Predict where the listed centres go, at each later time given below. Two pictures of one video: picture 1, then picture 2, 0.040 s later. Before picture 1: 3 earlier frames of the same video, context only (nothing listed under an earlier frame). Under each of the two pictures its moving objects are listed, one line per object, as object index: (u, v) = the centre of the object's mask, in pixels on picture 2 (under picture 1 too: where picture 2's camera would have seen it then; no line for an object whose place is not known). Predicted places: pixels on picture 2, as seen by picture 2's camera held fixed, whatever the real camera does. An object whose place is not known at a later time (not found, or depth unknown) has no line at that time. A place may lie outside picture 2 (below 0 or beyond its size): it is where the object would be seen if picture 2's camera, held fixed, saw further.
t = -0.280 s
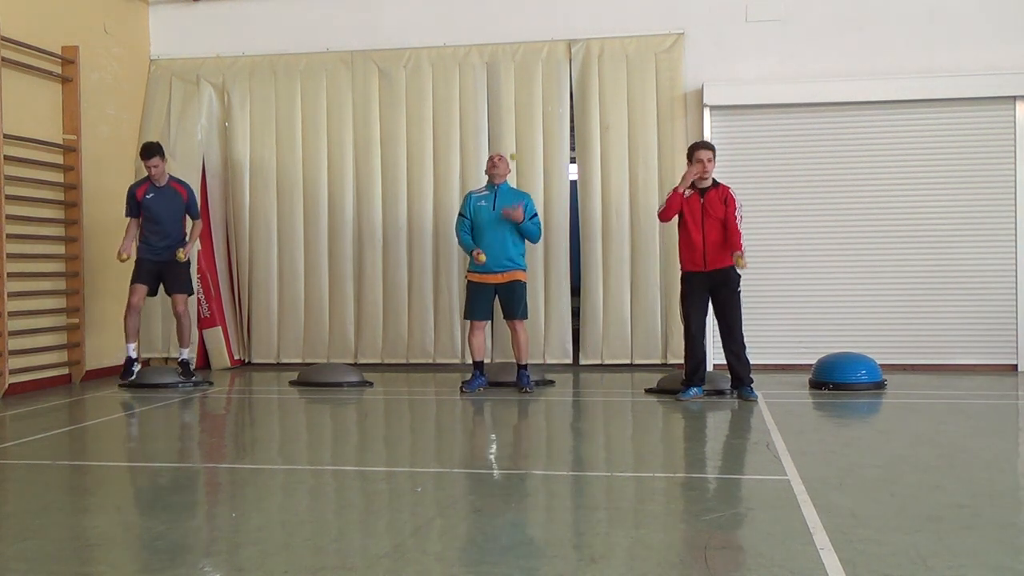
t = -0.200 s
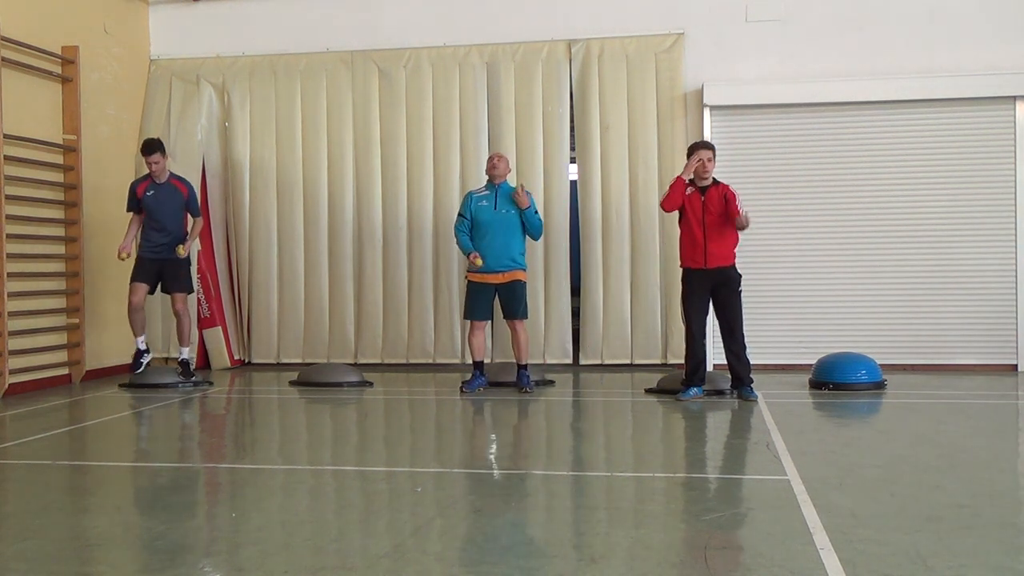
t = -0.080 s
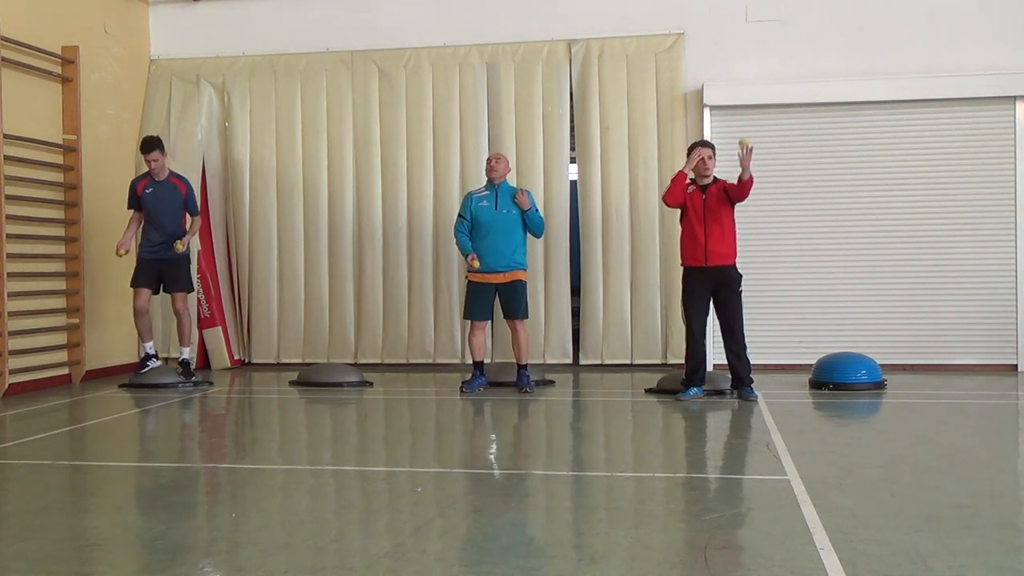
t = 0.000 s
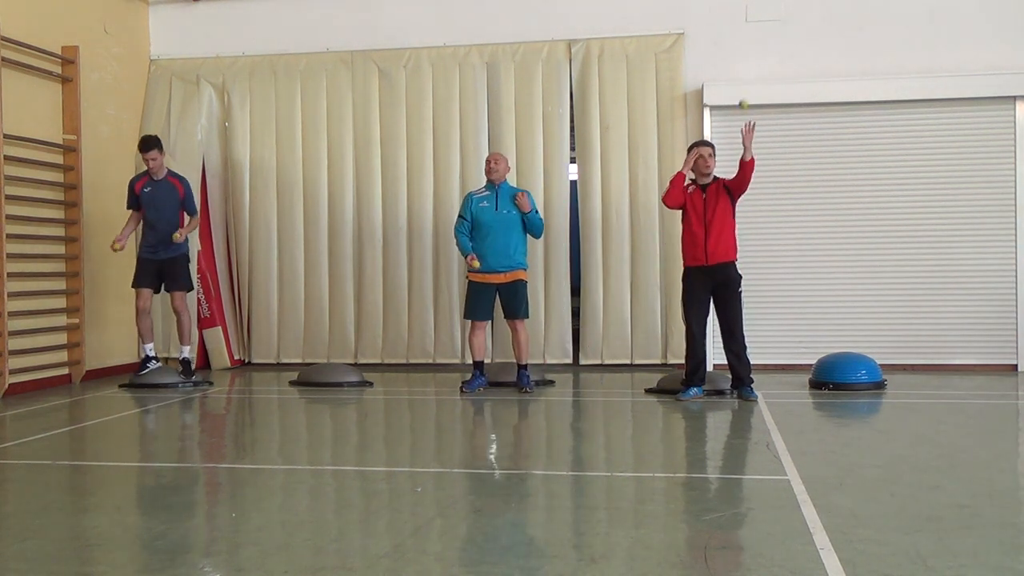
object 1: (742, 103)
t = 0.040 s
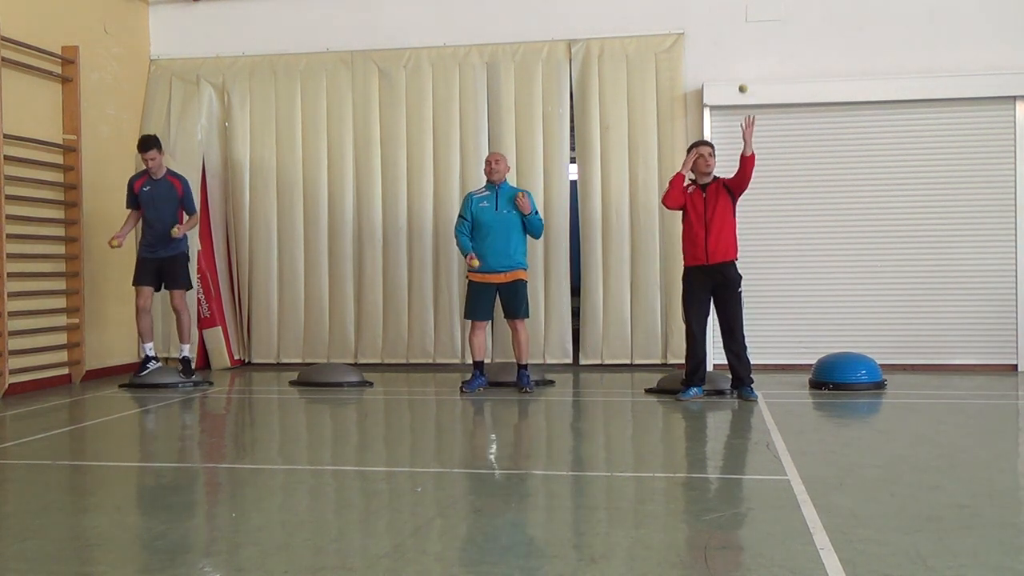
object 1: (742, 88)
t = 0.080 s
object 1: (742, 75)
